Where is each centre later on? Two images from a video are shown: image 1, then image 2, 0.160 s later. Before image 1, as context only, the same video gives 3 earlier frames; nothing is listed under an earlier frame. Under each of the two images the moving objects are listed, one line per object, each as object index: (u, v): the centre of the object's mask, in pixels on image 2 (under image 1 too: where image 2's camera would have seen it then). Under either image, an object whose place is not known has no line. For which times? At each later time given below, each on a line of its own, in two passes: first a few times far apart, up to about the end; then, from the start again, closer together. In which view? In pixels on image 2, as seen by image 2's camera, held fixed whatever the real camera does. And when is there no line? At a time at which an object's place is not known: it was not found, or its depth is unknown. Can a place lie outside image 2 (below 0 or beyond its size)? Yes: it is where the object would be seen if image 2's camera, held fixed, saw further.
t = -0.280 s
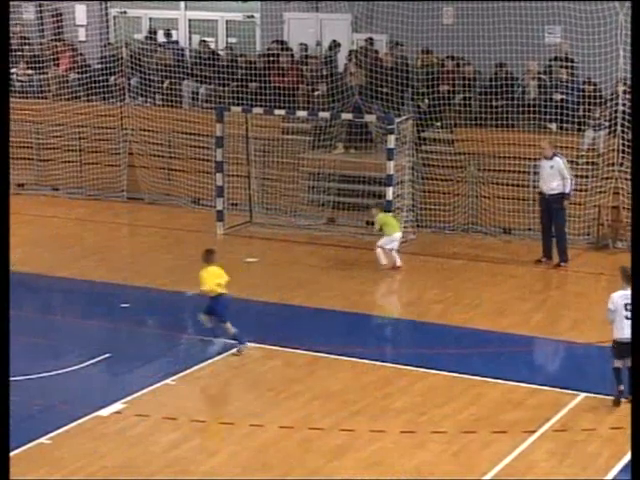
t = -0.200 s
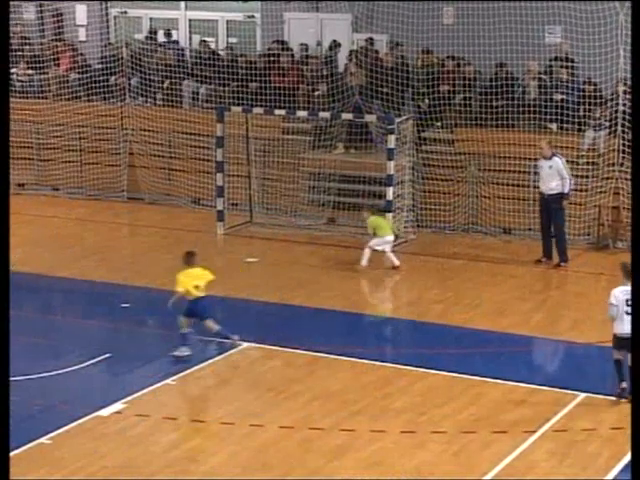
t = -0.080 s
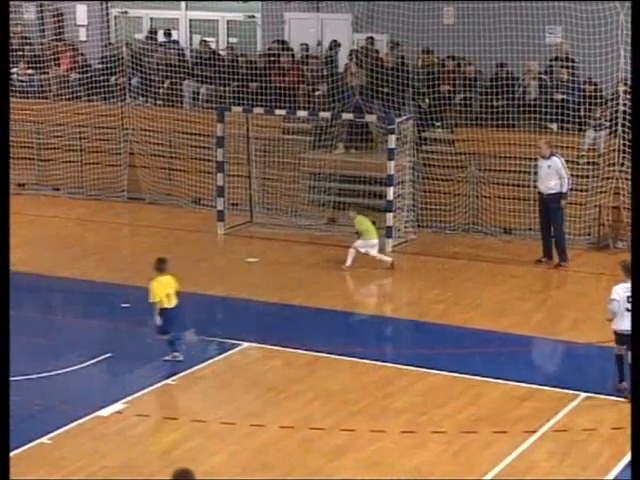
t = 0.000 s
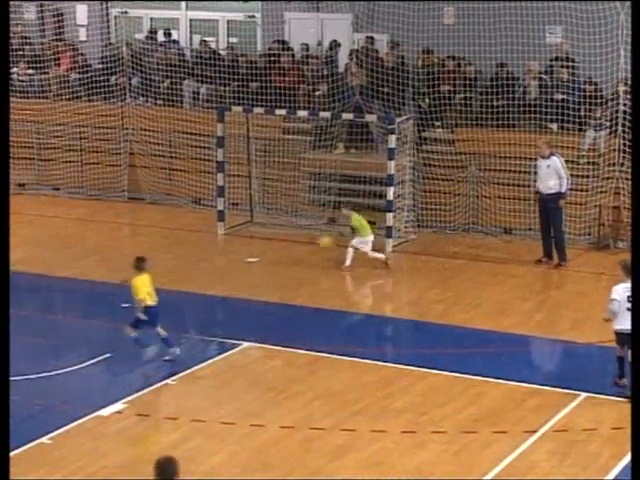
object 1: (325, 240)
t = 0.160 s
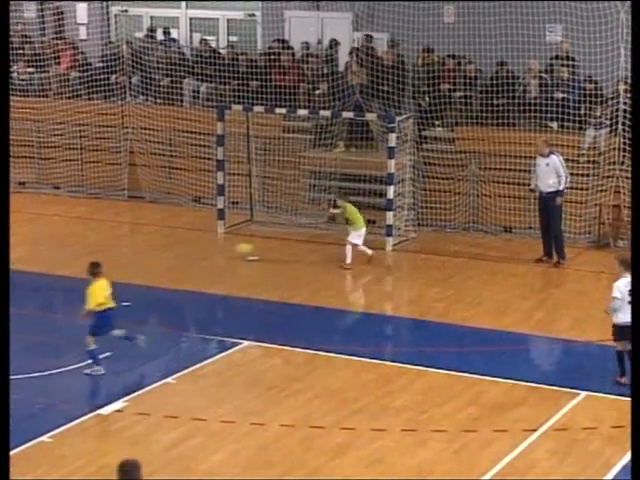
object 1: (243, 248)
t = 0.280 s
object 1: (192, 241)
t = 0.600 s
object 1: (71, 242)
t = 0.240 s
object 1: (209, 245)
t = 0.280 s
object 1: (192, 241)
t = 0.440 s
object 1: (126, 241)
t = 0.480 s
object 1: (111, 244)
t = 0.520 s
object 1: (96, 247)
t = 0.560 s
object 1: (83, 245)
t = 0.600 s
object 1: (71, 242)
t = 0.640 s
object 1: (58, 240)
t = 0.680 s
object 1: (45, 240)
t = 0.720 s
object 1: (33, 240)
